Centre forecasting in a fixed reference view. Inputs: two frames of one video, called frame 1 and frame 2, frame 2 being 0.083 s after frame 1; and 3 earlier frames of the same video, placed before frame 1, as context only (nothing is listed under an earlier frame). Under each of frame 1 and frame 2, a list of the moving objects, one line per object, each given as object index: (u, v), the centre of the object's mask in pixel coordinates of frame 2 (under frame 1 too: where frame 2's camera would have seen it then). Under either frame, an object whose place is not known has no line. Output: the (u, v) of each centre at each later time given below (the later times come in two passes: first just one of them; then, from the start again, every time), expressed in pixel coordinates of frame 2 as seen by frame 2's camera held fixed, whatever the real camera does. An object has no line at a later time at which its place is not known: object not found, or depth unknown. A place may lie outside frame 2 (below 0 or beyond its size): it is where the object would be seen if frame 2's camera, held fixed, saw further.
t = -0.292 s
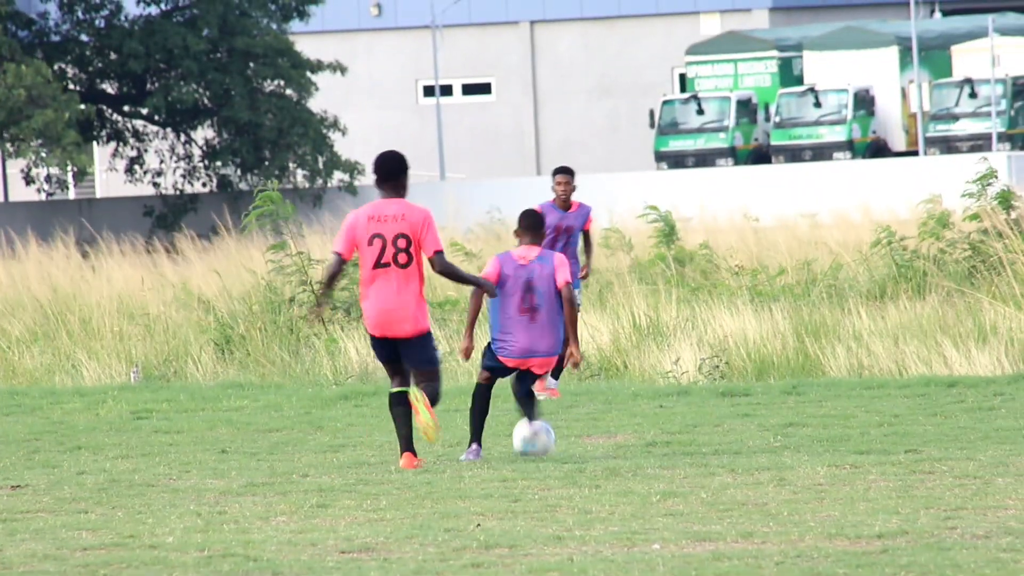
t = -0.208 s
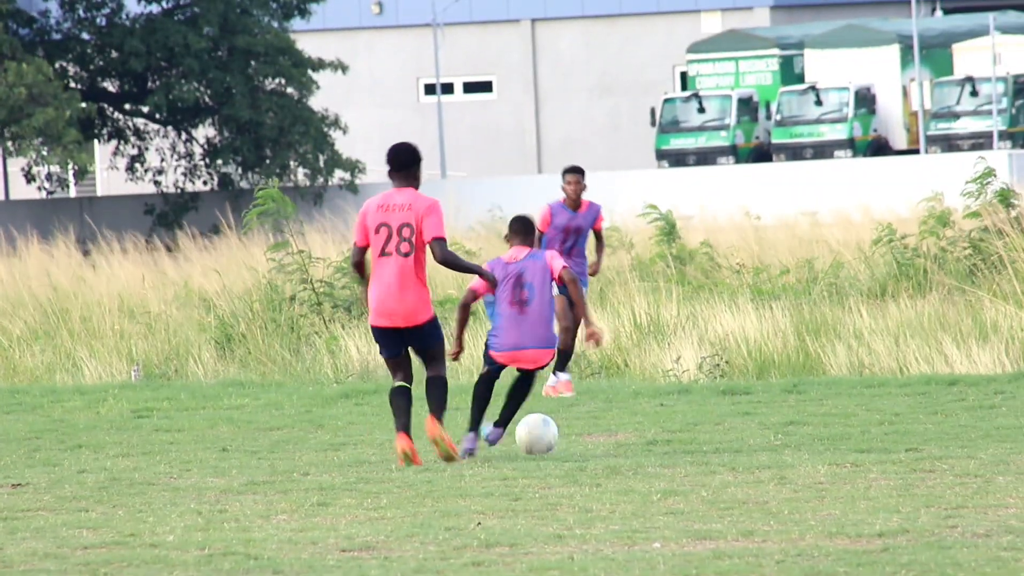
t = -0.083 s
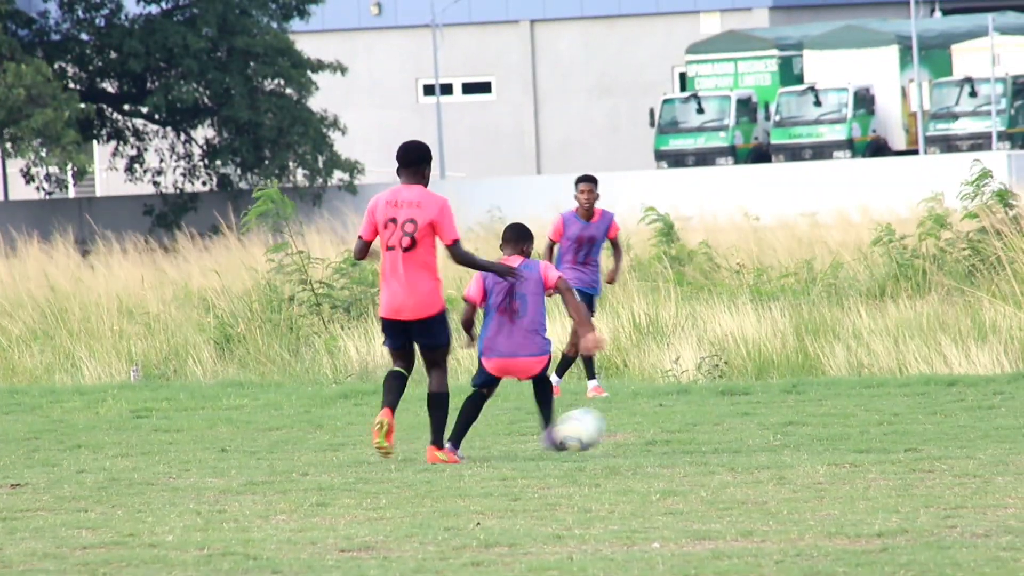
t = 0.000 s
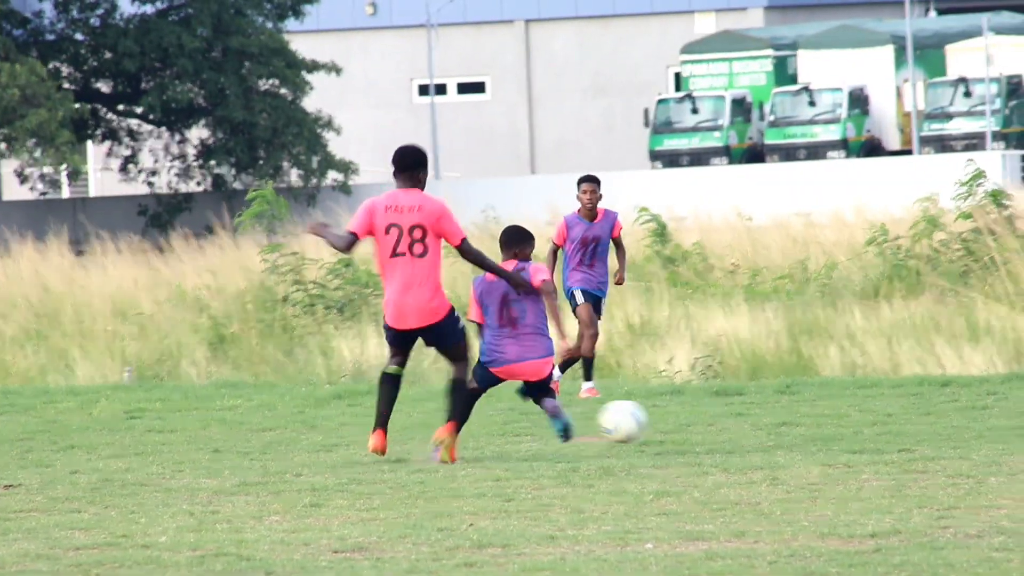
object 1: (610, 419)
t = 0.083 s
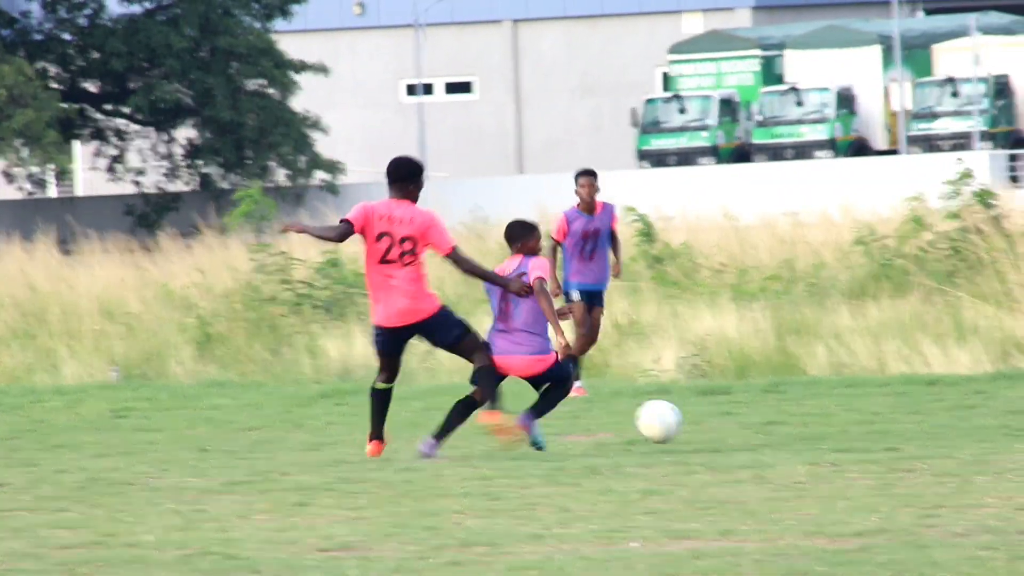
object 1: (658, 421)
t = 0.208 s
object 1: (727, 427)
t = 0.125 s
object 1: (683, 426)
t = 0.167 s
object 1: (708, 433)
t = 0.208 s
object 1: (727, 427)
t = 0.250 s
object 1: (744, 418)
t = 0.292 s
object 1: (759, 412)
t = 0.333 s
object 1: (774, 409)
